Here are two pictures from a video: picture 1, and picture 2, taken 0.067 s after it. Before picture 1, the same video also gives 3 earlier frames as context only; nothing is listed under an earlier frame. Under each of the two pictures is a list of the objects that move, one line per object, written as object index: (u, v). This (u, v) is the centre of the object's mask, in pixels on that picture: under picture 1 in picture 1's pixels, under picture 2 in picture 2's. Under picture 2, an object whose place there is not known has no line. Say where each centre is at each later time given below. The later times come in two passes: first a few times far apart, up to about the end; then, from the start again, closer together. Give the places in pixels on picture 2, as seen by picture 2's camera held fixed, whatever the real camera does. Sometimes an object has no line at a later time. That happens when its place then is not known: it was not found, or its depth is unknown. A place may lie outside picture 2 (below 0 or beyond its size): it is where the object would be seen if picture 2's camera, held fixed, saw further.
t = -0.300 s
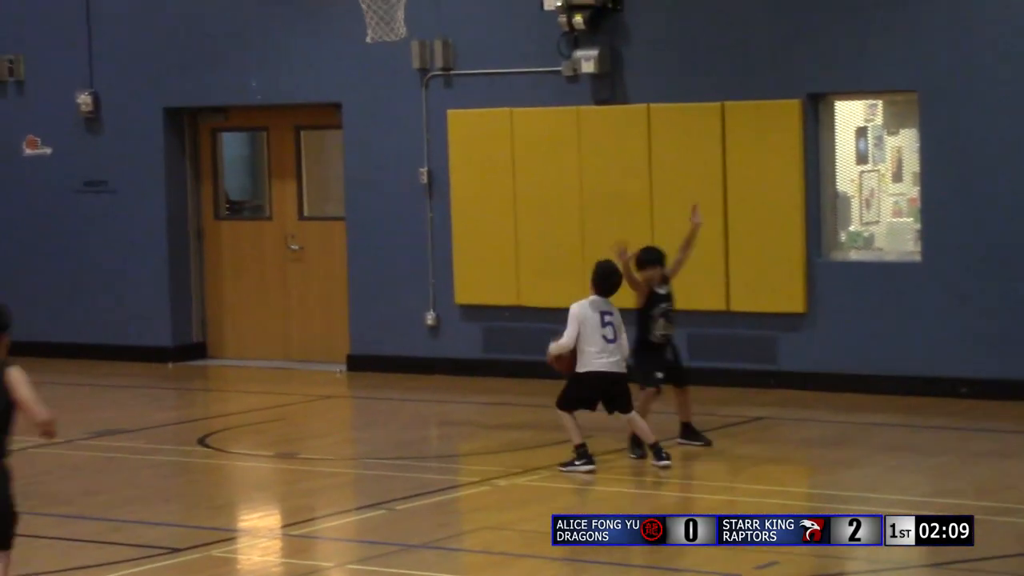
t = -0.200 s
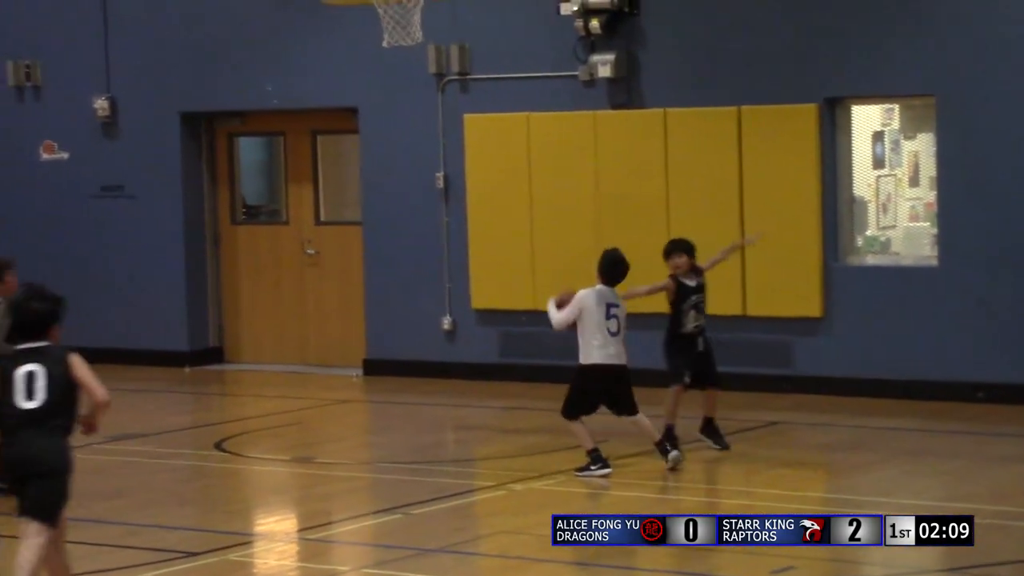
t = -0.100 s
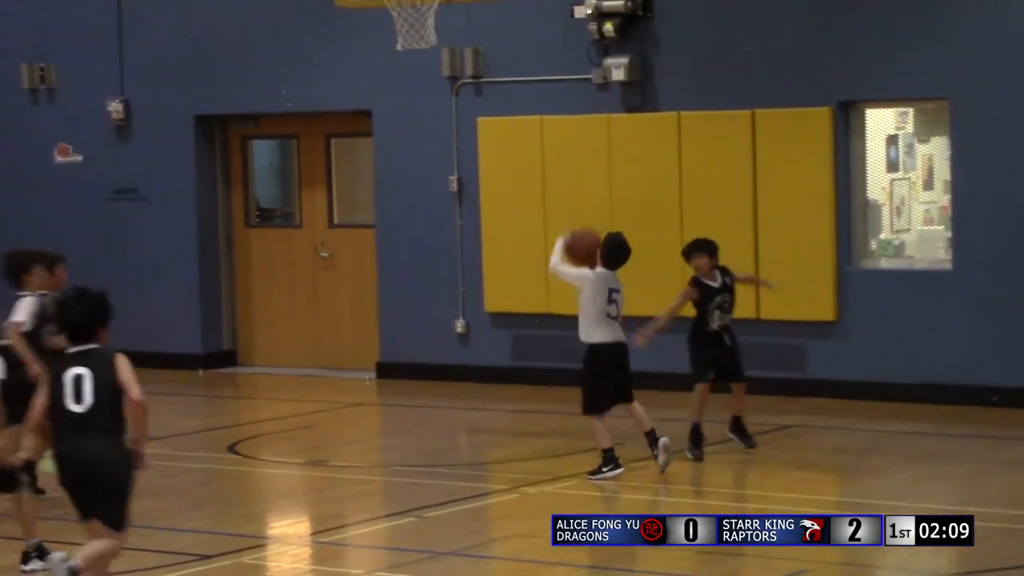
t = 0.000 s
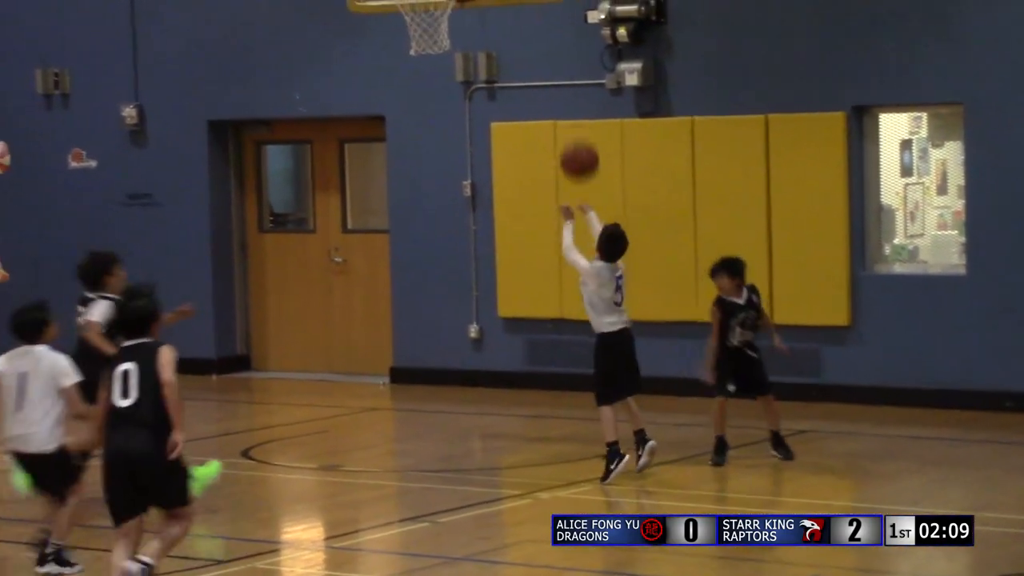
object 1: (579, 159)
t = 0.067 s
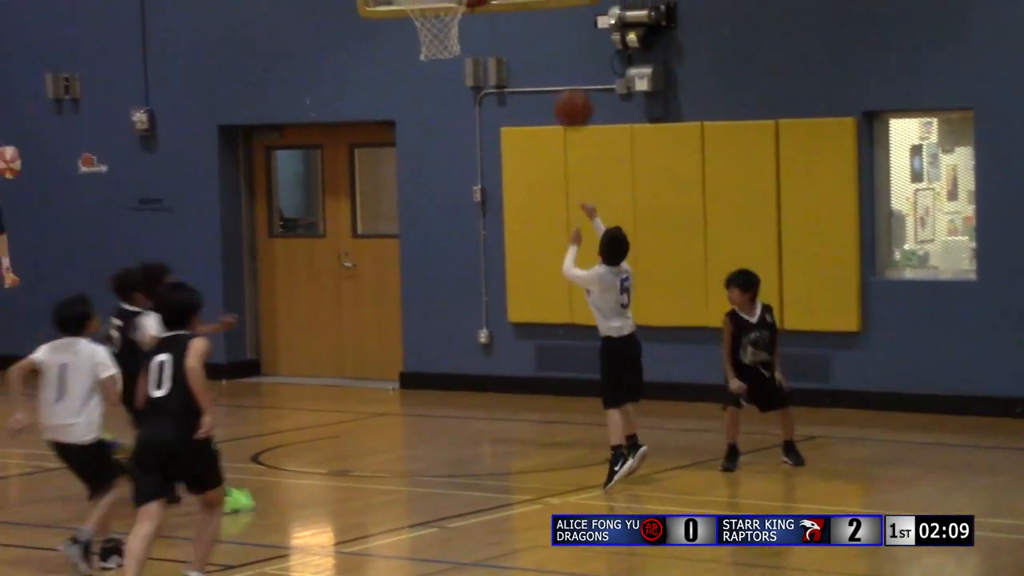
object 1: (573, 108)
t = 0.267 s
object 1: (527, -19)
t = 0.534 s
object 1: (476, -81)
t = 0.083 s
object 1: (568, 95)
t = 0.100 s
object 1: (566, 82)
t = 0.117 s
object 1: (561, 69)
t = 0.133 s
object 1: (557, 58)
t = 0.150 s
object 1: (554, 47)
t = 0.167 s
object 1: (550, 37)
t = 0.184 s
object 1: (546, 28)
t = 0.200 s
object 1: (542, 16)
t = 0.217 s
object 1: (538, 7)
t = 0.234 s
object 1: (534, -2)
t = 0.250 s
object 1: (531, -11)
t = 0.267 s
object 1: (527, -19)
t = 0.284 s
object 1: (524, -26)
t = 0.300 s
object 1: (521, -32)
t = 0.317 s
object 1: (517, -38)
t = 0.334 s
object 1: (514, -45)
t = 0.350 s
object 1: (511, -52)
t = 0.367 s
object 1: (507, -57)
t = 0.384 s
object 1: (504, -63)
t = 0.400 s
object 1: (502, -67)
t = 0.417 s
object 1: (497, -69)
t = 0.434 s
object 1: (495, -73)
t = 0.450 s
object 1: (491, -75)
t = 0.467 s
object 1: (488, -77)
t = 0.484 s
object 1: (485, -80)
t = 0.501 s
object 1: (482, -80)
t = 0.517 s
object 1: (479, -81)
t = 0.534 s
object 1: (476, -81)
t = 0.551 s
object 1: (473, -81)
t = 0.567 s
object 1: (470, -81)
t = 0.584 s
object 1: (467, -80)
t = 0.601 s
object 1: (465, -79)
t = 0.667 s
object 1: (453, -69)
